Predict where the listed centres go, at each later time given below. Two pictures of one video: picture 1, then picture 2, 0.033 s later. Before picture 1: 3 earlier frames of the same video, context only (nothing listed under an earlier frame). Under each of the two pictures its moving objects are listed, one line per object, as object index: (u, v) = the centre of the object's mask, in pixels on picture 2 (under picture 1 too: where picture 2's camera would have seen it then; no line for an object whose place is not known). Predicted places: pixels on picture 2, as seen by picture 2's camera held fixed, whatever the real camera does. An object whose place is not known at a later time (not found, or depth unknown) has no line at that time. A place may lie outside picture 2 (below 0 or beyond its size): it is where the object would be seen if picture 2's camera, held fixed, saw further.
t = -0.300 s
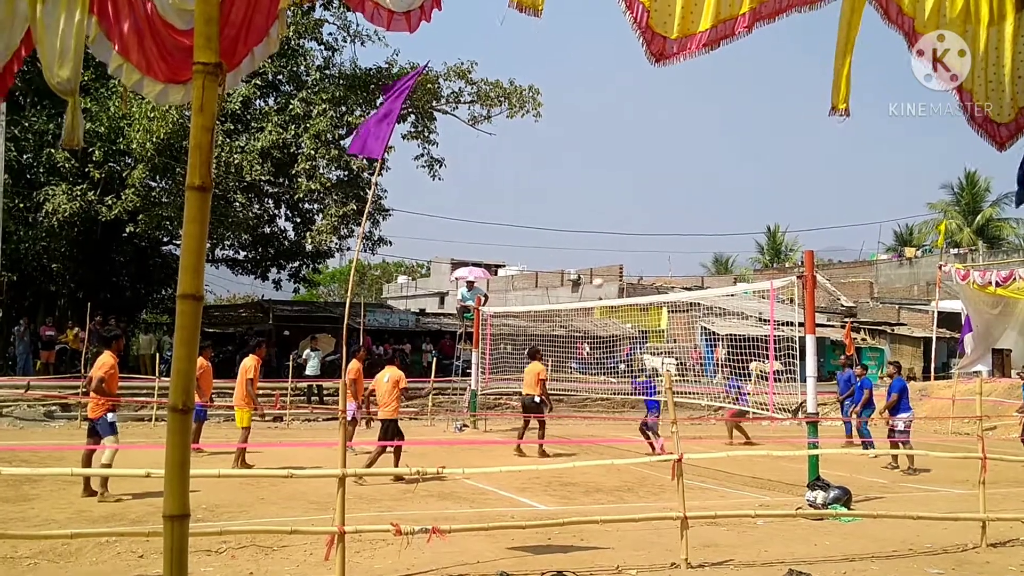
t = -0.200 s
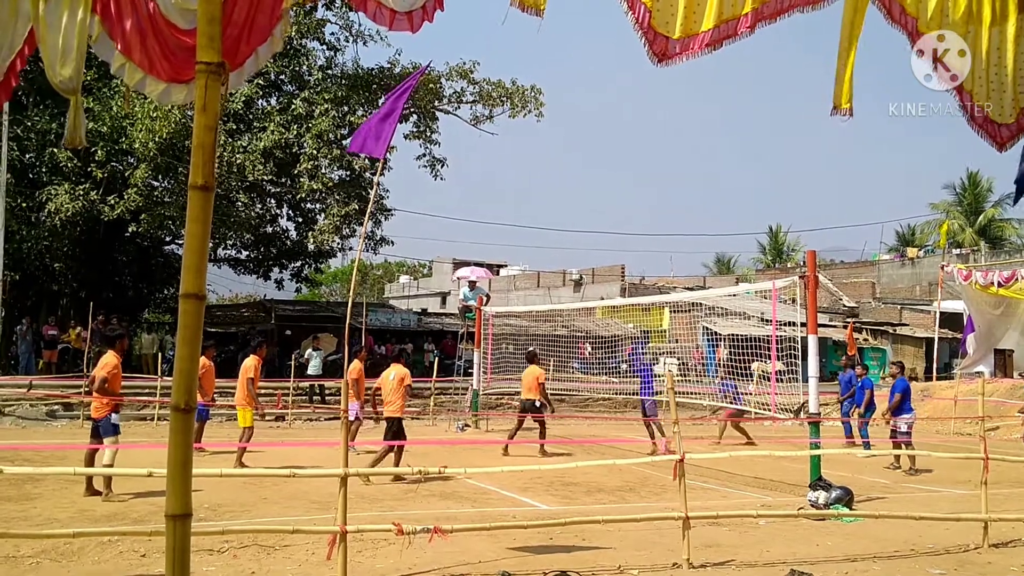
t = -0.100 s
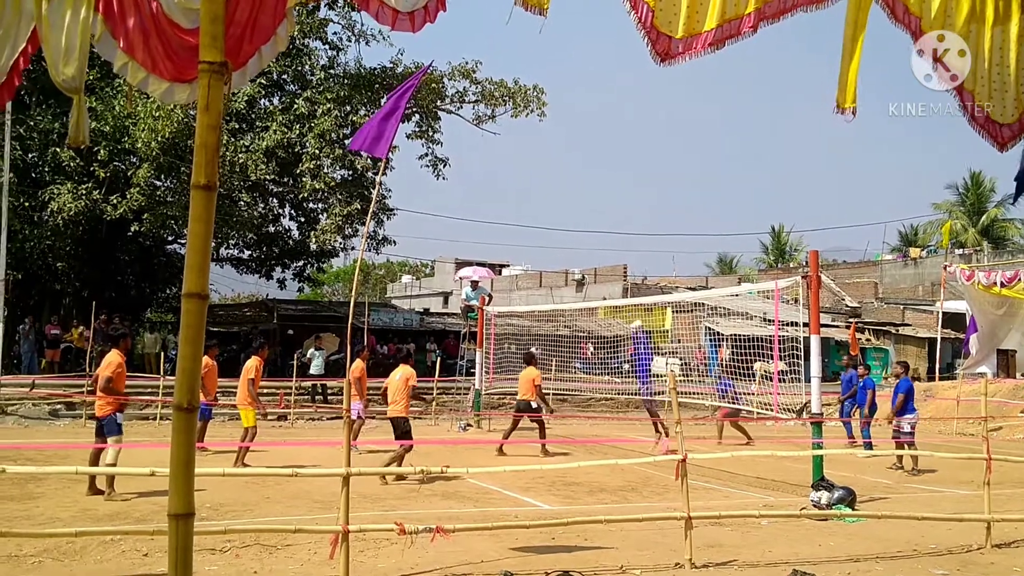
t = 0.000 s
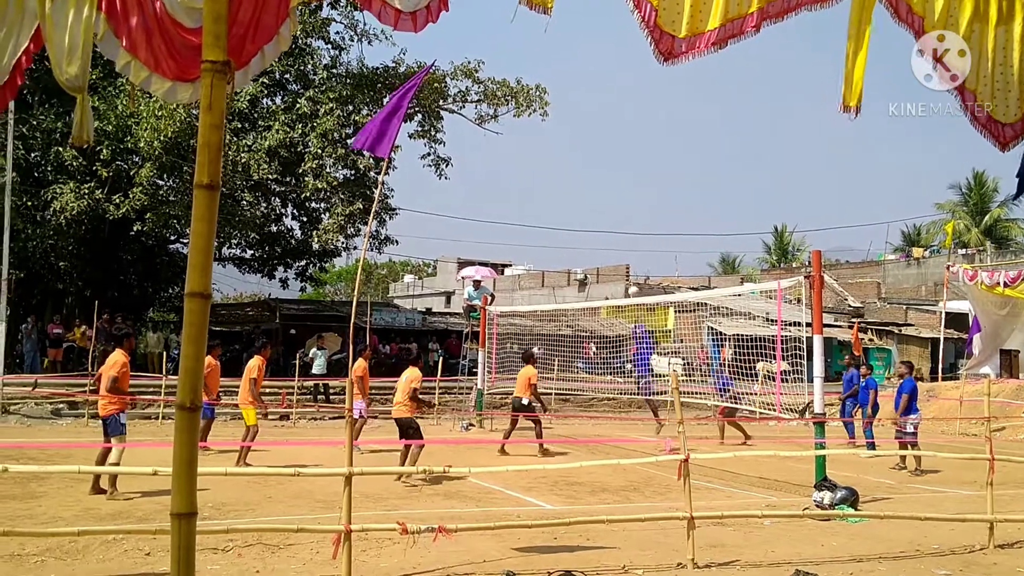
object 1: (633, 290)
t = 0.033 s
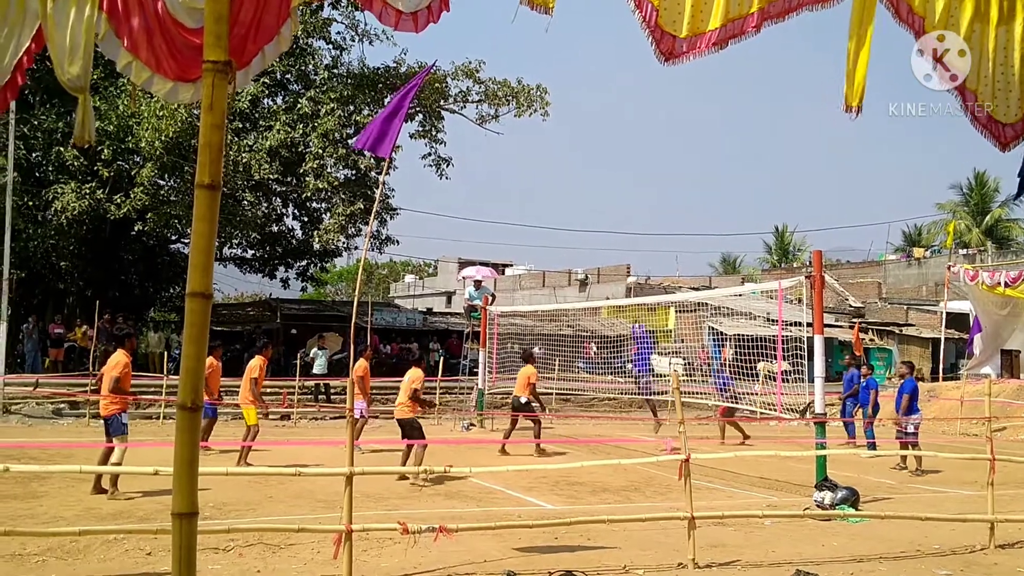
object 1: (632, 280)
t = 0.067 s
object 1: (629, 270)
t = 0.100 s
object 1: (627, 261)
